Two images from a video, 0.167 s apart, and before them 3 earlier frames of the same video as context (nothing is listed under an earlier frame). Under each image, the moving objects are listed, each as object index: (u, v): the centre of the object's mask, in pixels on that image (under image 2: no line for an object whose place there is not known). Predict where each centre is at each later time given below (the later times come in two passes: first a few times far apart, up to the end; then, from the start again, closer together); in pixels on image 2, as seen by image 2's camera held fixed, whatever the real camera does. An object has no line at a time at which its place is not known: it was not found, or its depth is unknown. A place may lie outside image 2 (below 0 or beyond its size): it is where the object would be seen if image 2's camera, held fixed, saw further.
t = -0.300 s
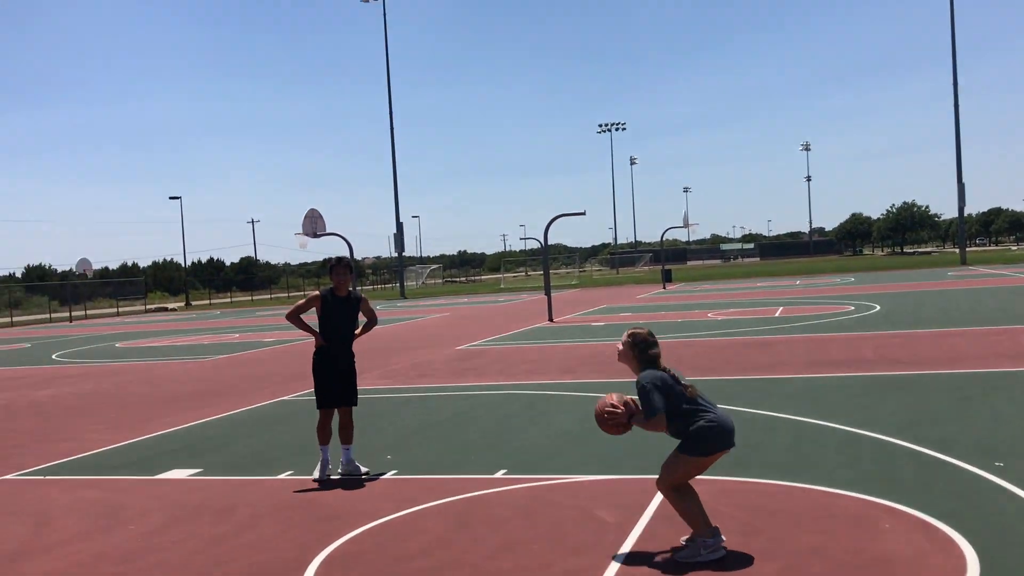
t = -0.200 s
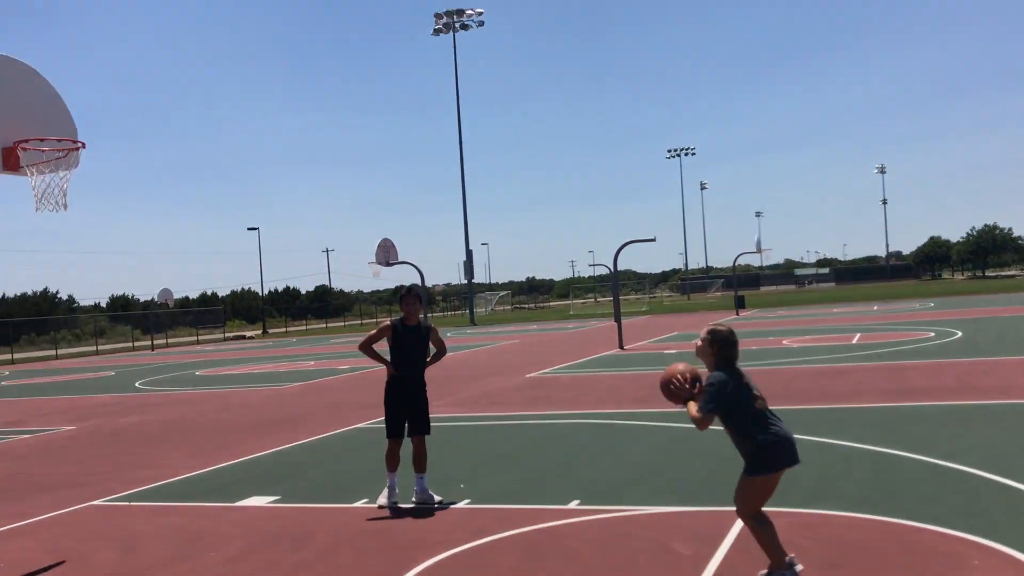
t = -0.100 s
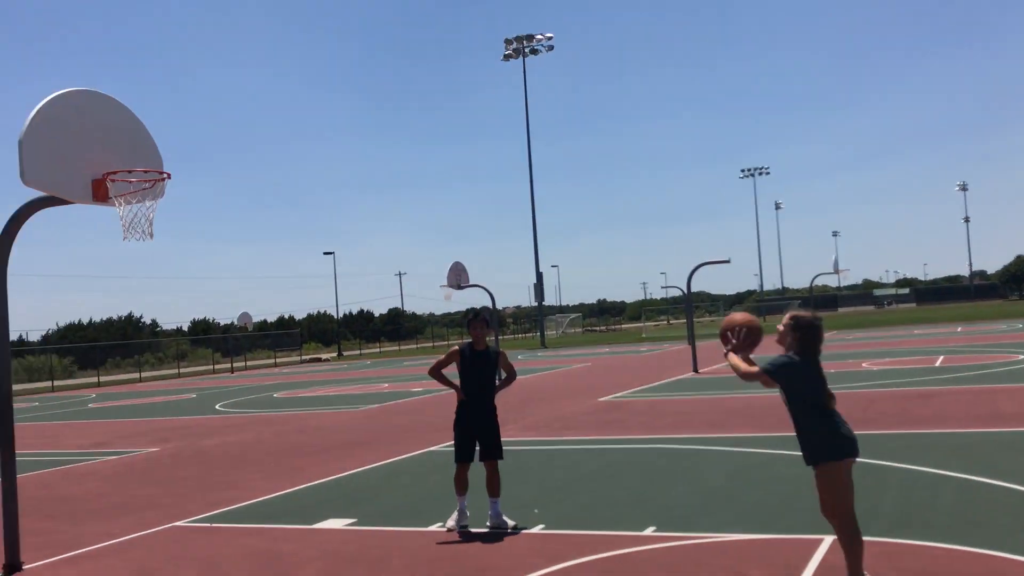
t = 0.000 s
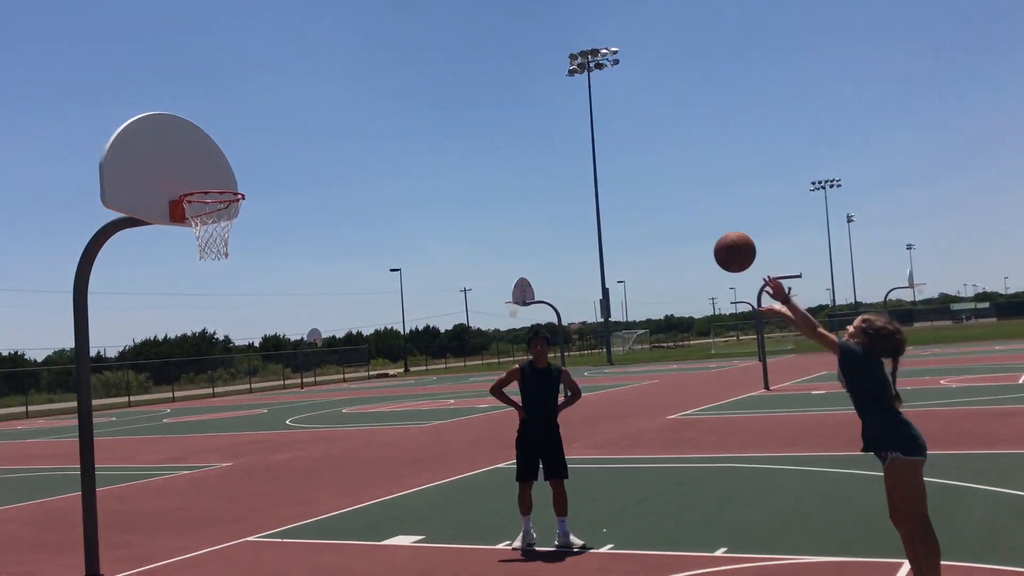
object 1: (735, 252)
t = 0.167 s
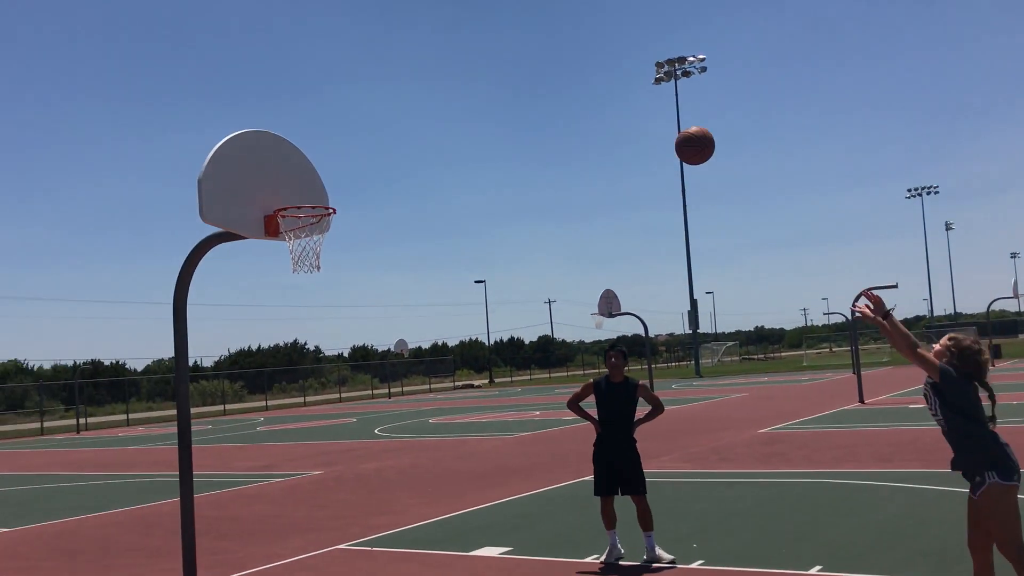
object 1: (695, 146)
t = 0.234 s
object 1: (649, 115)
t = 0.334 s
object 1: (582, 84)
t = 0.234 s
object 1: (649, 115)
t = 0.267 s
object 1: (626, 103)
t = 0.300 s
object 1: (603, 93)
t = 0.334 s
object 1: (582, 84)
